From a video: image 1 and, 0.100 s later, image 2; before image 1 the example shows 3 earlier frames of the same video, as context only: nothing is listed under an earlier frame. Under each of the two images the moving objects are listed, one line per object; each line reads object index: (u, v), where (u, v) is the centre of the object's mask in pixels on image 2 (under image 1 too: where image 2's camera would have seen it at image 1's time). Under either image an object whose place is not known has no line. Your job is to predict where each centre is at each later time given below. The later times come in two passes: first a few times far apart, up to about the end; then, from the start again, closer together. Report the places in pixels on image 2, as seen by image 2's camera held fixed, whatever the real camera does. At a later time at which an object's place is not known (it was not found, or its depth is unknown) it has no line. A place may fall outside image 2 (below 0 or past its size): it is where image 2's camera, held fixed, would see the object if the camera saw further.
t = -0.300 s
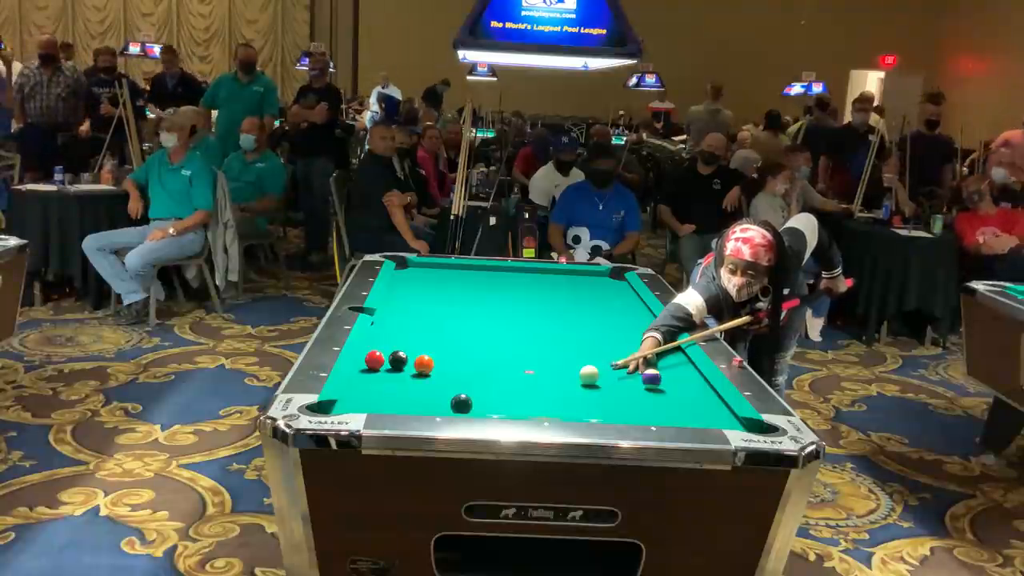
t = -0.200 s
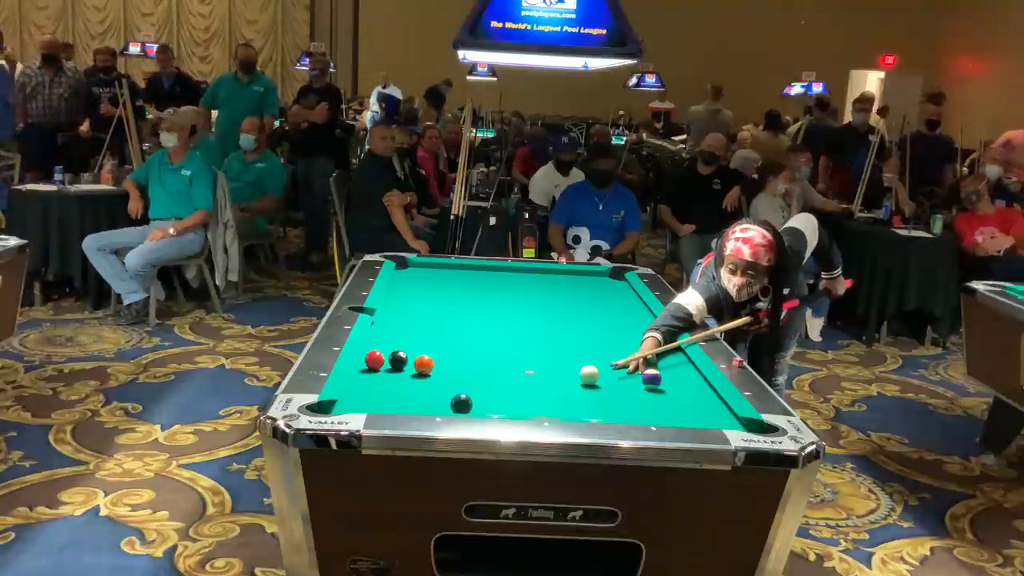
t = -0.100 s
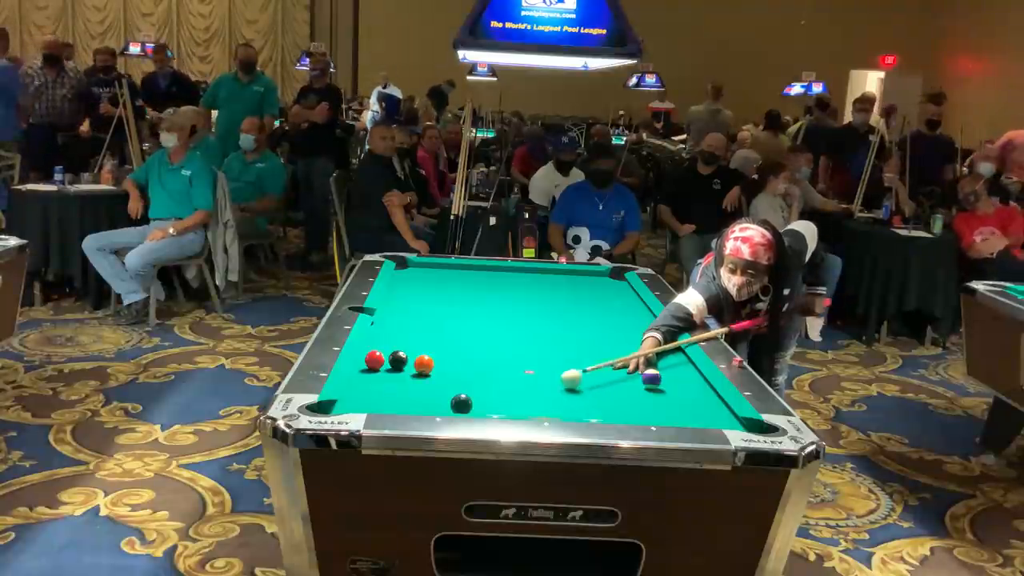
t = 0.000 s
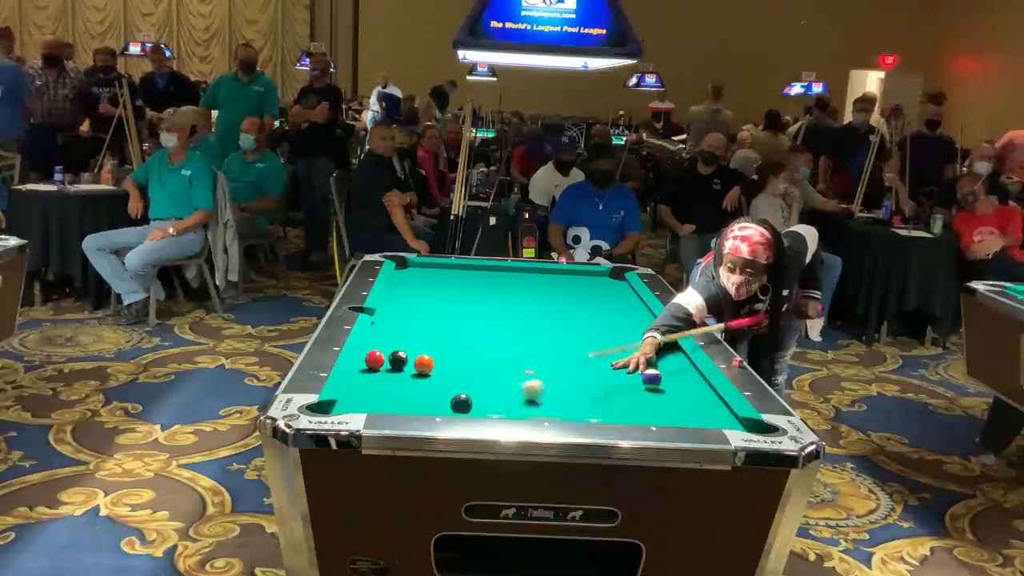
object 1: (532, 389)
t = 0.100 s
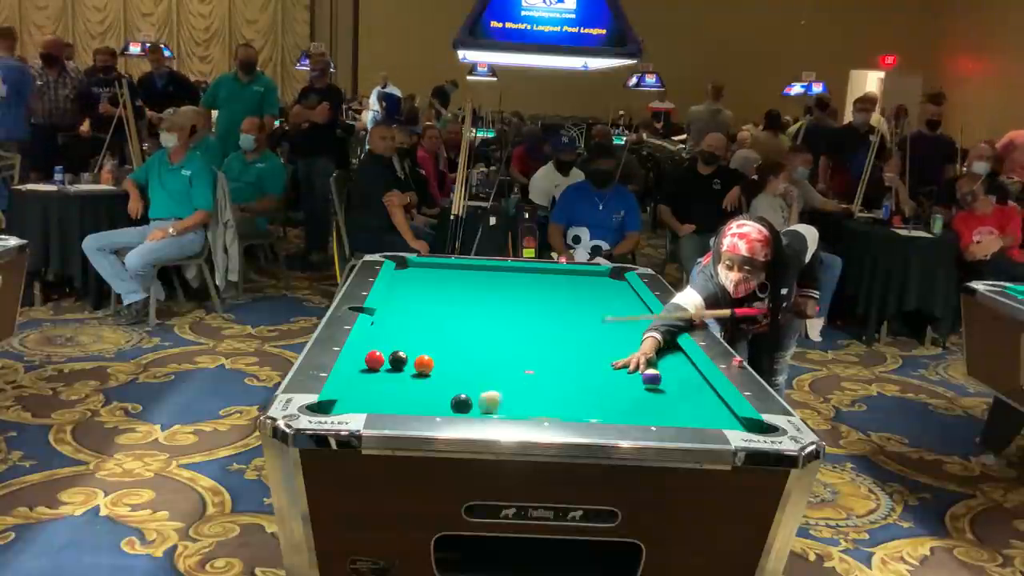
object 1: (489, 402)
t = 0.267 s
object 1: (483, 408)
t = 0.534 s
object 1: (472, 396)
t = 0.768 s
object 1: (463, 384)
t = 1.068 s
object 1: (453, 369)
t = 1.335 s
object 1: (446, 359)
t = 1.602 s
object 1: (439, 348)
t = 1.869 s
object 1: (435, 340)
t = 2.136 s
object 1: (431, 333)
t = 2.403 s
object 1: (427, 326)
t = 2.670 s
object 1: (425, 321)
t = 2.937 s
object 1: (422, 316)
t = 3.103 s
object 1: (421, 313)
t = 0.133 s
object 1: (484, 404)
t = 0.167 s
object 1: (485, 406)
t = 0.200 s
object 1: (486, 407)
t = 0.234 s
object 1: (485, 409)
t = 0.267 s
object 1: (483, 408)
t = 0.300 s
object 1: (482, 407)
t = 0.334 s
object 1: (480, 406)
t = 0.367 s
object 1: (479, 405)
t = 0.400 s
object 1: (477, 403)
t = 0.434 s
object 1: (476, 402)
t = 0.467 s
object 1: (475, 400)
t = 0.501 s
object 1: (473, 398)
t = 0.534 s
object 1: (472, 396)
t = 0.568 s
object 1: (471, 394)
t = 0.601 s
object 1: (469, 393)
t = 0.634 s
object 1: (468, 391)
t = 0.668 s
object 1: (467, 389)
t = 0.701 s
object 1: (466, 387)
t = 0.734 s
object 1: (464, 385)
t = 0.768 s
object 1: (463, 384)
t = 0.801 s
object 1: (462, 382)
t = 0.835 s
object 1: (461, 381)
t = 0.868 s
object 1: (460, 379)
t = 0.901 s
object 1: (459, 377)
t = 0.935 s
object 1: (458, 376)
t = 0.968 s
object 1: (456, 374)
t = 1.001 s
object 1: (455, 372)
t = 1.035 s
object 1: (455, 371)
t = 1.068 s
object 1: (453, 369)
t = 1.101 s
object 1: (452, 368)
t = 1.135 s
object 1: (451, 367)
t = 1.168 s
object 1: (451, 365)
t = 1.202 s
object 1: (450, 364)
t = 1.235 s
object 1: (449, 362)
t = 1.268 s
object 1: (448, 361)
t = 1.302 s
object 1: (447, 360)
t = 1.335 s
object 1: (446, 359)
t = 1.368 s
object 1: (445, 358)
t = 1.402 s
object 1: (445, 356)
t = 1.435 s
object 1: (444, 355)
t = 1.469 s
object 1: (443, 354)
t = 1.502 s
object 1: (442, 351)
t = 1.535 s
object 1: (441, 350)
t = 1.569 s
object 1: (440, 349)
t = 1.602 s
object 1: (439, 348)
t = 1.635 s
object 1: (439, 347)
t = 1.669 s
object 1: (438, 346)
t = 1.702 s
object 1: (438, 345)
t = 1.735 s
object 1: (437, 344)
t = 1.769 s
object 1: (436, 343)
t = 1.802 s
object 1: (436, 342)
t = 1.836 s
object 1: (435, 341)
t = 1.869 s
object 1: (435, 340)
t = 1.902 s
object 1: (434, 339)
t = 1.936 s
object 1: (434, 338)
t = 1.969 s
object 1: (433, 337)
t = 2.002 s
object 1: (433, 336)
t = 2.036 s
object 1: (432, 335)
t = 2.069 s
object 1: (432, 334)
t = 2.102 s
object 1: (431, 334)
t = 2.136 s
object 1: (431, 333)
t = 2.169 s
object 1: (430, 332)
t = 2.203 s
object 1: (430, 331)
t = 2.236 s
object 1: (429, 330)
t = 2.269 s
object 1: (429, 329)
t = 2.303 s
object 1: (429, 328)
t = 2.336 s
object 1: (428, 328)
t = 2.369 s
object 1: (428, 327)
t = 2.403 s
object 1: (427, 326)
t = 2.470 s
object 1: (427, 325)
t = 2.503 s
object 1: (427, 325)
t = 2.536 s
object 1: (426, 324)
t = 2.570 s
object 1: (426, 323)
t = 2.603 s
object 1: (425, 323)
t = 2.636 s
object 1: (425, 322)
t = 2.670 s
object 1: (425, 321)
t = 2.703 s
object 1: (424, 320)
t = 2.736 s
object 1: (424, 320)
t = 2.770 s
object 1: (424, 319)
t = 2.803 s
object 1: (423, 318)
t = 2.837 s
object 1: (423, 318)
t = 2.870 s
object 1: (423, 317)
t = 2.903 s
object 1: (422, 316)
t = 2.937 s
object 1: (422, 316)
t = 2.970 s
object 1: (422, 315)
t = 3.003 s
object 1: (422, 315)
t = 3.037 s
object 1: (421, 314)
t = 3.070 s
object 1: (421, 314)
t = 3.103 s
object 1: (421, 313)
